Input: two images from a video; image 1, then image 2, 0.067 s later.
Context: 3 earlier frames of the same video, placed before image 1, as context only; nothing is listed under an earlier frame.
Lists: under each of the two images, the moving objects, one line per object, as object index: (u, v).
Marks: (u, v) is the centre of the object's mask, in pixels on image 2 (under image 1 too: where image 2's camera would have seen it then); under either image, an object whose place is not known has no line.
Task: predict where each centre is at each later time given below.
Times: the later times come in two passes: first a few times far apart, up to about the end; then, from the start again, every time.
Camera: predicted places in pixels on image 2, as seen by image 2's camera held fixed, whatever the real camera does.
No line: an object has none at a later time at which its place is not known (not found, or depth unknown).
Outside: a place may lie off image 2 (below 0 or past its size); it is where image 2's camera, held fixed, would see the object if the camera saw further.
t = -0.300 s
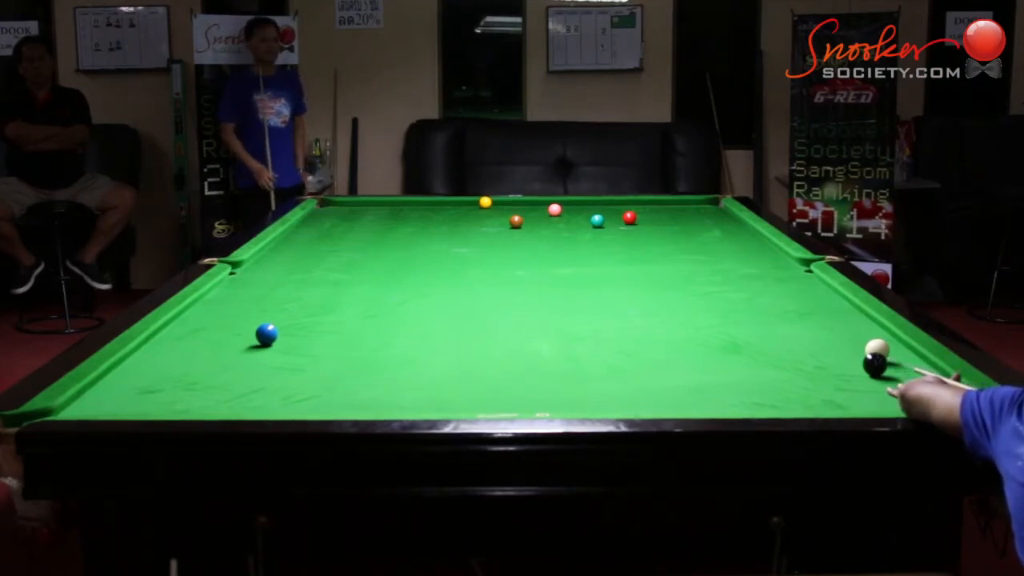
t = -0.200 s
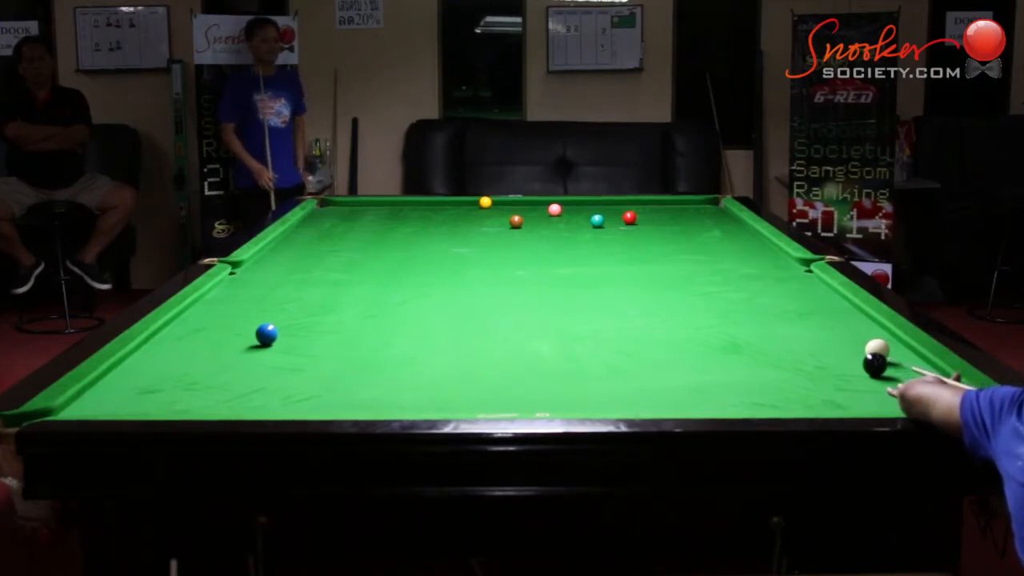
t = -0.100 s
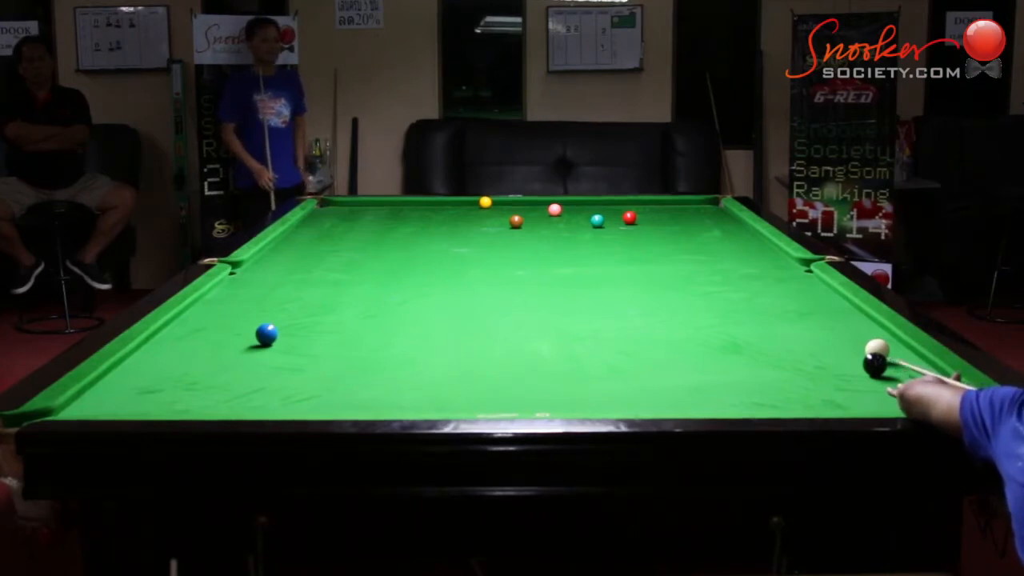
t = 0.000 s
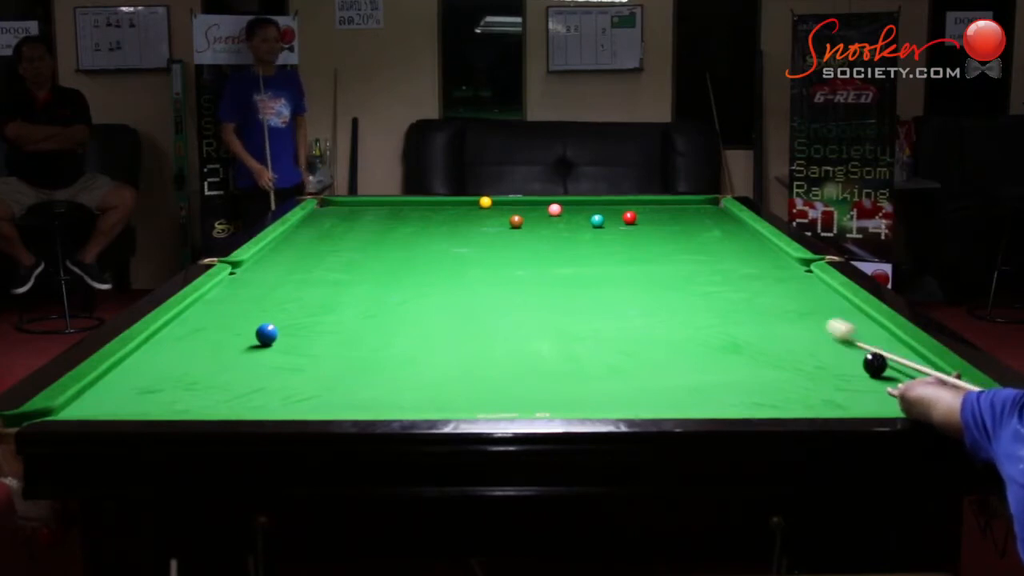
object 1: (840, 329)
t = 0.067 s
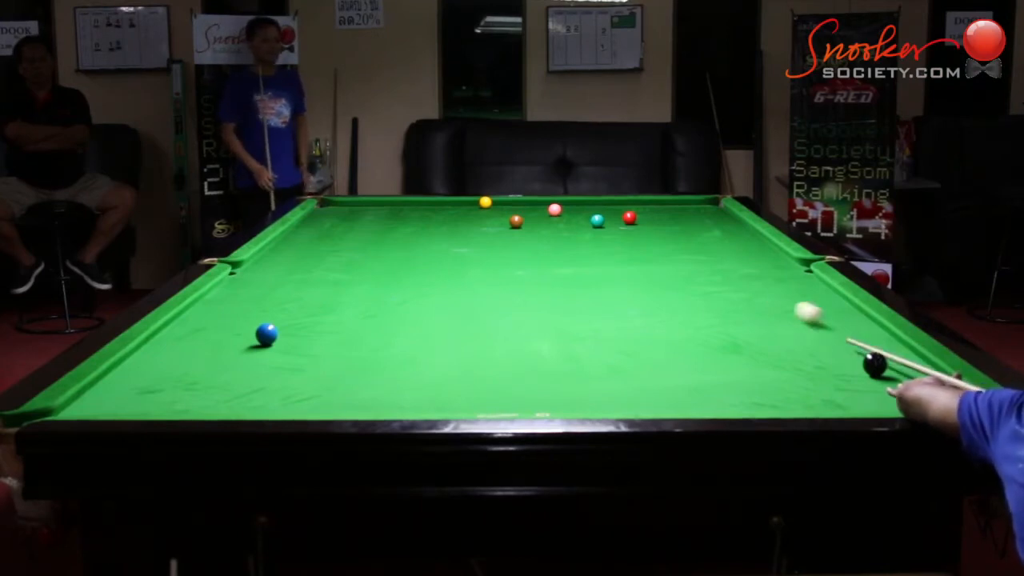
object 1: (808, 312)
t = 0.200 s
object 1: (757, 285)
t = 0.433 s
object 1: (699, 254)
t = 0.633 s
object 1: (665, 237)
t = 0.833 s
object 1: (638, 223)
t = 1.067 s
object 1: (622, 218)
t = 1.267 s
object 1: (610, 215)
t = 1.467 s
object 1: (599, 211)
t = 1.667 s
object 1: (588, 210)
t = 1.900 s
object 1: (577, 207)
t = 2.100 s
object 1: (568, 205)
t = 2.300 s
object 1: (561, 202)
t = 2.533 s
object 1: (552, 200)
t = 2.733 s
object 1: (546, 201)
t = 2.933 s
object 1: (541, 202)
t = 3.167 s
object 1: (536, 203)
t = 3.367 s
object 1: (532, 205)
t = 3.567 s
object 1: (528, 206)
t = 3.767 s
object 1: (525, 206)
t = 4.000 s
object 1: (521, 207)
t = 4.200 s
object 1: (519, 208)
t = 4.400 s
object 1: (517, 208)
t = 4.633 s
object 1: (514, 209)
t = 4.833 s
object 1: (513, 209)
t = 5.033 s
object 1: (512, 210)
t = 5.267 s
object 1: (512, 210)
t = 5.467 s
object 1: (512, 210)
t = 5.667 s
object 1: (512, 210)
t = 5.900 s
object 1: (512, 210)
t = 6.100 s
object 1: (512, 210)
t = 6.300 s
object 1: (512, 210)
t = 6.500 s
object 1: (512, 210)
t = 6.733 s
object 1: (512, 210)
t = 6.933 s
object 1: (512, 210)
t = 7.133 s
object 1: (512, 210)
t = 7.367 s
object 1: (512, 210)
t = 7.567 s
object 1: (512, 210)
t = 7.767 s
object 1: (512, 210)
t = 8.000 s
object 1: (512, 210)
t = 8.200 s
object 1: (512, 210)
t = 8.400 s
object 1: (512, 210)
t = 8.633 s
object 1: (512, 210)
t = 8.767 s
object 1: (512, 210)
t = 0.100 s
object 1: (793, 304)
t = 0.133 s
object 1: (781, 298)
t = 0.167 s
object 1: (768, 291)
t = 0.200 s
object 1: (757, 285)
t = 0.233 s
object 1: (747, 280)
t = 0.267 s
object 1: (738, 275)
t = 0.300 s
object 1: (729, 270)
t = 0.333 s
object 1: (721, 266)
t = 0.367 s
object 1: (712, 262)
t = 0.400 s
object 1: (705, 258)
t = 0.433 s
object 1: (699, 254)
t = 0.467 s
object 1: (692, 251)
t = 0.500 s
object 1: (686, 248)
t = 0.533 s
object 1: (681, 245)
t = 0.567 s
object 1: (676, 242)
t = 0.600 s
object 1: (670, 239)
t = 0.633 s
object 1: (665, 237)
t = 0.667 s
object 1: (660, 234)
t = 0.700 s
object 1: (655, 232)
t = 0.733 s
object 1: (651, 229)
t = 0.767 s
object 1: (646, 227)
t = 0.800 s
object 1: (642, 225)
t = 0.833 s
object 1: (638, 223)
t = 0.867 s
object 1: (633, 220)
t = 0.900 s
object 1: (631, 219)
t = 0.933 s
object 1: (629, 219)
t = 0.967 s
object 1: (627, 219)
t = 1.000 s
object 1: (625, 219)
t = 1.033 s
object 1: (624, 219)
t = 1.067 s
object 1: (622, 218)
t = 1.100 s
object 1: (620, 218)
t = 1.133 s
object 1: (618, 217)
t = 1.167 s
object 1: (616, 217)
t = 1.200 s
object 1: (613, 216)
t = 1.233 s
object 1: (611, 216)
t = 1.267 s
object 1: (610, 215)
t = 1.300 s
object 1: (608, 215)
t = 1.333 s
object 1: (606, 214)
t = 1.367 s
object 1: (604, 213)
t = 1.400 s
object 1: (602, 213)
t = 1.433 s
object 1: (600, 212)
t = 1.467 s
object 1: (599, 211)
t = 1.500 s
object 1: (596, 211)
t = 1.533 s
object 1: (595, 210)
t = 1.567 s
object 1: (593, 210)
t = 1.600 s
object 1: (591, 210)
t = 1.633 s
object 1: (589, 210)
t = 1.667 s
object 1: (588, 210)
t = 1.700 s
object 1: (586, 209)
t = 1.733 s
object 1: (585, 209)
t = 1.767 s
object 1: (583, 209)
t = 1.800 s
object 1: (582, 208)
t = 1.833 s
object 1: (580, 208)
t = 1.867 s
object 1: (579, 207)
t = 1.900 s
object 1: (577, 207)
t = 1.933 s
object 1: (576, 207)
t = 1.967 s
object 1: (574, 206)
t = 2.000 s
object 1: (573, 206)
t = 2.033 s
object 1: (571, 206)
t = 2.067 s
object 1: (570, 205)
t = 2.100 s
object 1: (568, 205)
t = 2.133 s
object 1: (567, 205)
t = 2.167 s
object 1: (566, 204)
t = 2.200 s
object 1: (565, 204)
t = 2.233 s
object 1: (564, 203)
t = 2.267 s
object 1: (562, 203)
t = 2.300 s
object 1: (561, 202)
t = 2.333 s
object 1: (560, 202)
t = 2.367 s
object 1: (559, 201)
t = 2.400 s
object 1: (557, 201)
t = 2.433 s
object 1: (556, 200)
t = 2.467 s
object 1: (555, 200)
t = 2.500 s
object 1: (553, 200)
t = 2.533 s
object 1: (552, 200)
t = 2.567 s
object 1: (551, 200)
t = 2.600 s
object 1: (550, 200)
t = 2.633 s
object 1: (549, 200)
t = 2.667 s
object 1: (548, 200)
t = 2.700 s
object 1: (547, 200)
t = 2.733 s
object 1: (546, 201)
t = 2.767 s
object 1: (545, 201)
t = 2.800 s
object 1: (545, 201)
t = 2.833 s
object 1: (544, 202)
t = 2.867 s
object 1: (543, 202)
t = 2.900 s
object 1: (542, 202)
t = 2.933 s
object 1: (541, 202)
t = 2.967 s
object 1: (541, 202)
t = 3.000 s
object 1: (540, 203)
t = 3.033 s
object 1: (539, 203)
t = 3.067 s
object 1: (538, 203)
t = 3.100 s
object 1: (538, 203)
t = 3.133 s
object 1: (537, 203)
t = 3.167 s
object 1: (536, 203)
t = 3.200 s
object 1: (535, 204)
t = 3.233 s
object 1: (535, 204)
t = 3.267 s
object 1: (534, 204)
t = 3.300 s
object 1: (533, 204)
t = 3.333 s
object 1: (533, 204)
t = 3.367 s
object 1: (532, 205)
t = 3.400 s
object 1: (531, 205)
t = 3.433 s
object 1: (531, 205)
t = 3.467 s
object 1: (530, 205)
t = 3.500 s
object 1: (529, 205)
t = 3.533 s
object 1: (529, 205)
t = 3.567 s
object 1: (528, 206)
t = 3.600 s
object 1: (528, 206)
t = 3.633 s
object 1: (527, 206)
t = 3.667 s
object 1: (526, 206)
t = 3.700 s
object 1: (526, 206)
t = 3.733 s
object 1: (525, 206)
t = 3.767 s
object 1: (525, 206)
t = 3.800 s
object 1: (524, 206)
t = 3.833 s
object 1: (524, 207)
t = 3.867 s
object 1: (523, 207)
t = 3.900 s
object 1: (523, 207)
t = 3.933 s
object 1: (522, 207)
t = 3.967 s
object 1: (522, 207)
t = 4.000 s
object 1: (521, 207)
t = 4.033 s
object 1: (521, 207)
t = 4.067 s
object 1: (520, 207)
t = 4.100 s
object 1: (520, 207)
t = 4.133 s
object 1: (520, 208)
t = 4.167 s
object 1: (519, 208)
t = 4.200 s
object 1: (519, 208)
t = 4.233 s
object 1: (519, 208)
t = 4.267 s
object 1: (518, 208)
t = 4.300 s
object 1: (518, 208)
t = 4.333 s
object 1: (517, 208)
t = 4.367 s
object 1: (517, 208)
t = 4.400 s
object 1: (517, 208)
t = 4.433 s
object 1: (516, 208)
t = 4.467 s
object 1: (516, 209)
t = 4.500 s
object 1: (516, 209)
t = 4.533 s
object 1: (515, 209)
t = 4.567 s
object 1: (515, 209)
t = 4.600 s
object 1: (515, 209)
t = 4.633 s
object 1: (514, 209)
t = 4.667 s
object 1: (514, 209)
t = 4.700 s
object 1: (514, 209)
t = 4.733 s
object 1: (514, 209)
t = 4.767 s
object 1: (514, 209)
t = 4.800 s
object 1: (513, 209)
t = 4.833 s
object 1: (513, 209)
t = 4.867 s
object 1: (513, 209)
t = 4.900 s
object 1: (513, 209)
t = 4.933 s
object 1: (513, 209)
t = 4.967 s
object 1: (512, 209)
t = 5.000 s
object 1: (512, 210)
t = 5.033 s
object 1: (512, 210)
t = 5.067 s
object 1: (512, 210)
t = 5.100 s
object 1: (512, 210)
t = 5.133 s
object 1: (512, 210)
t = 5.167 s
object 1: (512, 210)
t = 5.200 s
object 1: (512, 210)
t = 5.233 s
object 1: (512, 210)
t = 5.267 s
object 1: (512, 210)
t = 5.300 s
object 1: (512, 210)
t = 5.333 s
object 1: (512, 210)
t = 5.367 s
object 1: (512, 210)
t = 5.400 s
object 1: (512, 210)
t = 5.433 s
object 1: (512, 210)
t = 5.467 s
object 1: (512, 210)
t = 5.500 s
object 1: (512, 210)
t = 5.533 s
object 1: (512, 210)
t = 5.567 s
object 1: (512, 210)
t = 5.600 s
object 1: (512, 210)
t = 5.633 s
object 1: (512, 210)
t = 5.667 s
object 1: (512, 210)
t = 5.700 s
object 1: (512, 210)
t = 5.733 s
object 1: (512, 210)
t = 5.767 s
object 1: (512, 210)
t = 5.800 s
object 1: (512, 210)
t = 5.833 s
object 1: (512, 210)
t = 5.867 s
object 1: (512, 210)
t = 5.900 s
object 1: (512, 210)
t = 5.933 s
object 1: (512, 210)
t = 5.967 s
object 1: (512, 210)
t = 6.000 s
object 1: (512, 210)
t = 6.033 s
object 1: (512, 210)
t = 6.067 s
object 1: (512, 210)
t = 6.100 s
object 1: (512, 210)
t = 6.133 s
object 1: (512, 210)
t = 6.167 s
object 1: (512, 210)
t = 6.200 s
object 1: (512, 210)
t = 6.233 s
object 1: (512, 210)
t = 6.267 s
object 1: (512, 210)
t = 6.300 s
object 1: (512, 210)
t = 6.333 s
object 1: (512, 210)
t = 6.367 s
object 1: (512, 210)
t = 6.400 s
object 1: (512, 210)
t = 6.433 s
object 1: (512, 210)
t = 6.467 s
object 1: (512, 210)
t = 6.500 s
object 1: (512, 210)
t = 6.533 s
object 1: (512, 210)
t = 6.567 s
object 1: (512, 210)
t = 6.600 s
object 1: (512, 210)
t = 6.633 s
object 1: (512, 210)
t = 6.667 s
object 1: (512, 210)
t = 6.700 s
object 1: (512, 210)
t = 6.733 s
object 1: (512, 210)
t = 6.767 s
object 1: (512, 210)
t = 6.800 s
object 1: (512, 210)
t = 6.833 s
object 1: (512, 210)
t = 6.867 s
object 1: (512, 210)
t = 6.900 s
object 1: (512, 210)
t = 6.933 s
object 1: (512, 210)
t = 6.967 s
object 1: (512, 210)
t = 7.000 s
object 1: (512, 210)
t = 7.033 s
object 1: (512, 210)
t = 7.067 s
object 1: (512, 210)
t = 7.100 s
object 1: (512, 210)
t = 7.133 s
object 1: (512, 210)
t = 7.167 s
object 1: (512, 210)
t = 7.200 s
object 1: (512, 210)
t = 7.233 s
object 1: (512, 210)
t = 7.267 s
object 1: (512, 210)
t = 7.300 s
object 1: (512, 210)
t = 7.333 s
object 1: (512, 210)
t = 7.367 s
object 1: (512, 210)
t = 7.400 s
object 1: (512, 210)
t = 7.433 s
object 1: (512, 210)
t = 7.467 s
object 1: (512, 210)
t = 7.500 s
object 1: (512, 210)
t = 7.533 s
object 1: (512, 210)
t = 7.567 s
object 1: (512, 210)
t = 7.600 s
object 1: (512, 210)
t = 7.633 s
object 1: (512, 210)
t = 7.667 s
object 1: (512, 210)
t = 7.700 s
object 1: (512, 210)
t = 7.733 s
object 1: (512, 210)
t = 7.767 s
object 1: (512, 210)
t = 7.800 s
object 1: (512, 210)
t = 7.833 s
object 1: (512, 210)
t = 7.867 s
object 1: (512, 210)
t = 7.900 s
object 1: (512, 210)
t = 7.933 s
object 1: (512, 210)
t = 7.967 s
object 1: (512, 210)
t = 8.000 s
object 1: (512, 210)
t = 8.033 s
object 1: (512, 210)
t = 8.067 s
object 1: (512, 210)
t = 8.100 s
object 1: (512, 210)
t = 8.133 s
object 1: (512, 210)
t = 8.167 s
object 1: (512, 210)
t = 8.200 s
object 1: (512, 210)
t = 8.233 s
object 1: (512, 210)
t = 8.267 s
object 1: (512, 210)
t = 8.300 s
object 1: (512, 210)
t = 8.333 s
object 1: (512, 210)
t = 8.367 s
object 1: (512, 210)
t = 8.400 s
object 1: (512, 210)
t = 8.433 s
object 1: (512, 210)
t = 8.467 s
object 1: (512, 210)
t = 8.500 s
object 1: (512, 210)
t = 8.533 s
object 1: (512, 210)
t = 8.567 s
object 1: (512, 210)
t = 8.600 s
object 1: (512, 210)
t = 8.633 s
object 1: (512, 210)
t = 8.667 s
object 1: (512, 210)
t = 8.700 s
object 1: (512, 210)
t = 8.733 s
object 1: (512, 210)
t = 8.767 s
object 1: (512, 210)
